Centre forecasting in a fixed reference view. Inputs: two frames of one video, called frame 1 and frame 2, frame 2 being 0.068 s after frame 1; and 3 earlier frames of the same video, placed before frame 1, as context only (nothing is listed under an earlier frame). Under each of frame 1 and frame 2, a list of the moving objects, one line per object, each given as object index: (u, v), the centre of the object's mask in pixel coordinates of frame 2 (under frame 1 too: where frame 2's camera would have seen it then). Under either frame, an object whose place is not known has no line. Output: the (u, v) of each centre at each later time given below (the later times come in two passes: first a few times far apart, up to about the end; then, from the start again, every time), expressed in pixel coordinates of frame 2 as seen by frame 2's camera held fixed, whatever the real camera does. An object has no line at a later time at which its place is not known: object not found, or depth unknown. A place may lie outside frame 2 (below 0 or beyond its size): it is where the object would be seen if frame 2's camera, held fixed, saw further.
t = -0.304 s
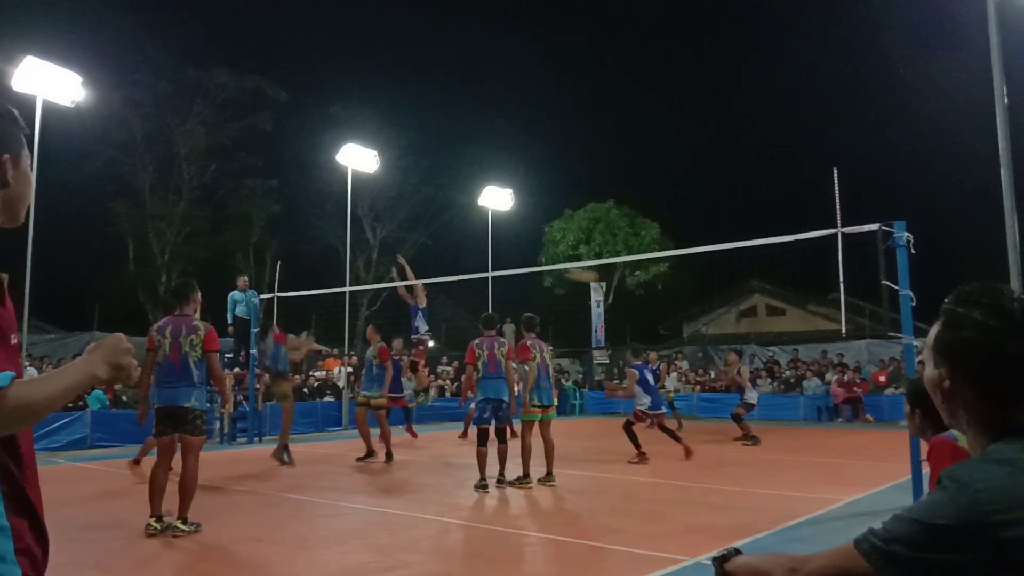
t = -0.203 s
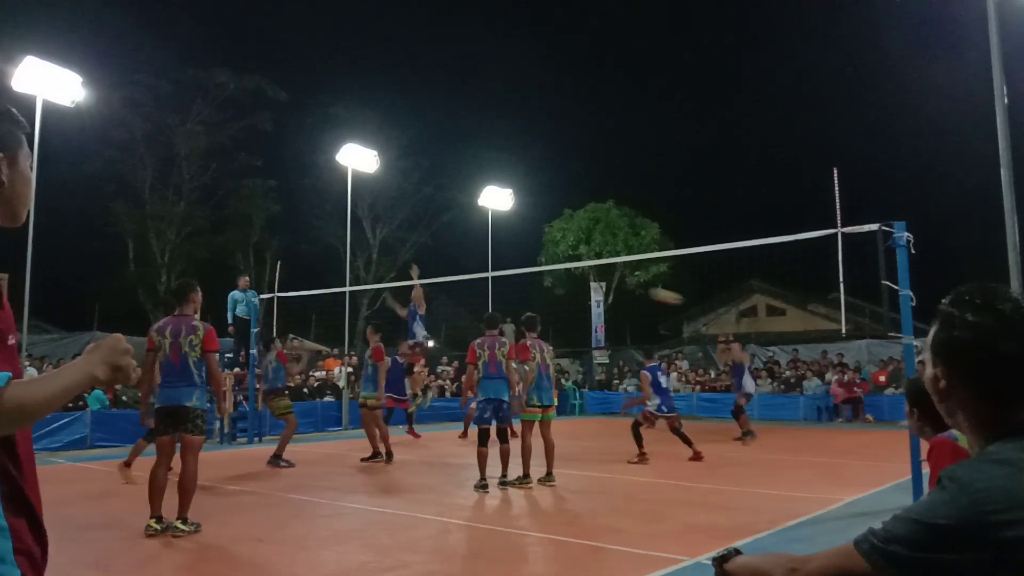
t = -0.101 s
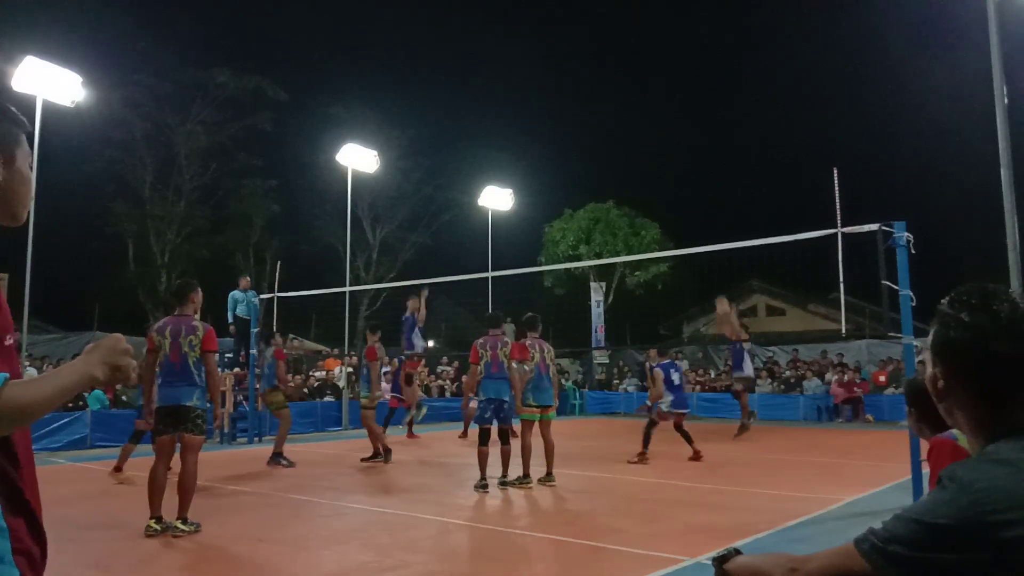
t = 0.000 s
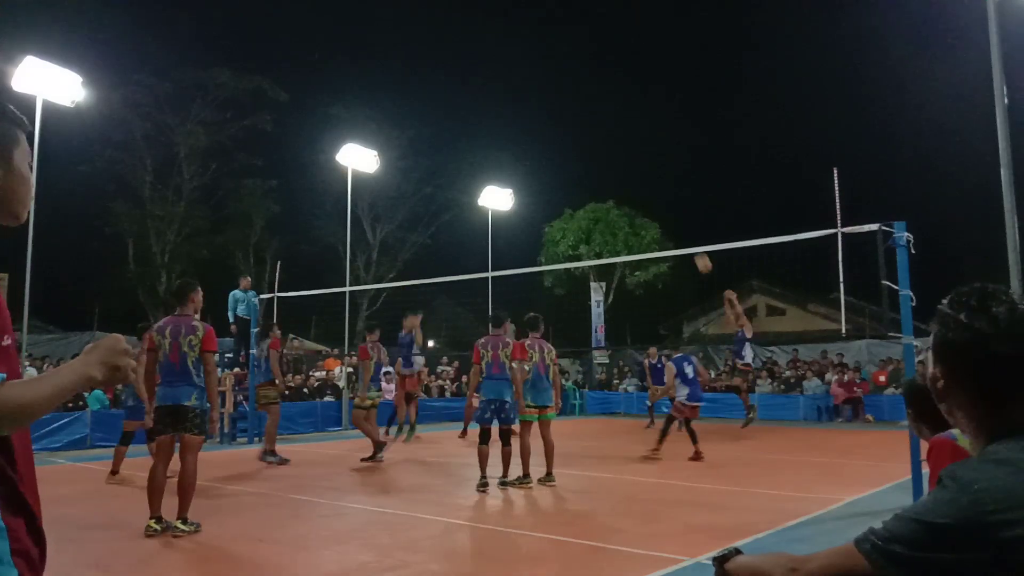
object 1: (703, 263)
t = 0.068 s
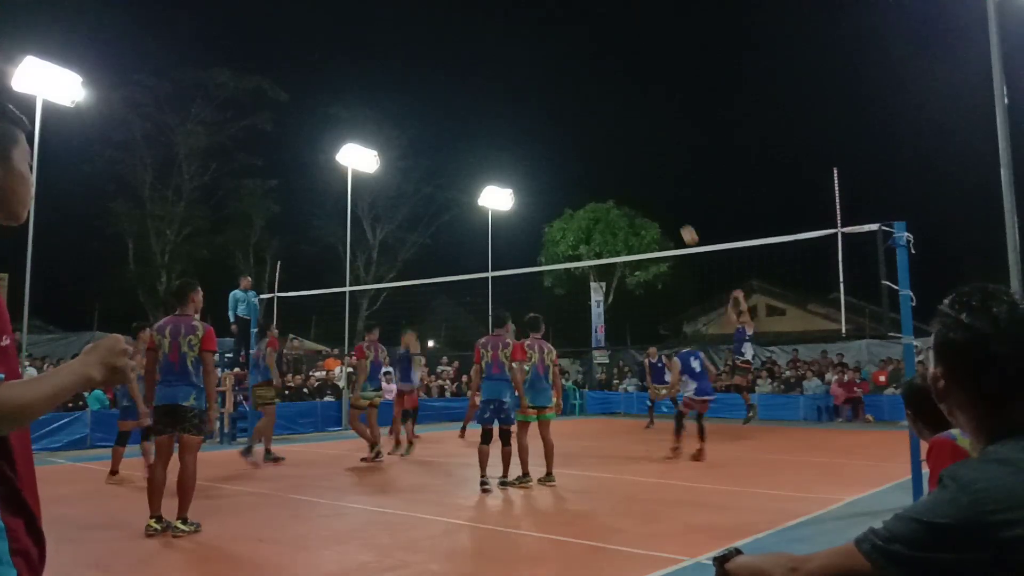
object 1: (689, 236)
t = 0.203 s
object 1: (664, 191)
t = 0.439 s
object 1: (622, 139)
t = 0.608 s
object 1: (592, 124)
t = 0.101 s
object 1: (683, 223)
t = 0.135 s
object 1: (676, 212)
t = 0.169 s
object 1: (670, 201)
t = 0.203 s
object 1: (664, 191)
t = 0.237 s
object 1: (658, 181)
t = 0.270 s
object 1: (652, 172)
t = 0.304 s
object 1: (646, 164)
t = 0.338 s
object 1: (640, 157)
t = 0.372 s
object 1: (634, 150)
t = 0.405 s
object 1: (628, 144)
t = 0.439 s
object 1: (622, 139)
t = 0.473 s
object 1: (616, 135)
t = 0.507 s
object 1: (610, 131)
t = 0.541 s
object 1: (604, 128)
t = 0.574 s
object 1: (598, 125)
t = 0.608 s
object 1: (592, 124)
